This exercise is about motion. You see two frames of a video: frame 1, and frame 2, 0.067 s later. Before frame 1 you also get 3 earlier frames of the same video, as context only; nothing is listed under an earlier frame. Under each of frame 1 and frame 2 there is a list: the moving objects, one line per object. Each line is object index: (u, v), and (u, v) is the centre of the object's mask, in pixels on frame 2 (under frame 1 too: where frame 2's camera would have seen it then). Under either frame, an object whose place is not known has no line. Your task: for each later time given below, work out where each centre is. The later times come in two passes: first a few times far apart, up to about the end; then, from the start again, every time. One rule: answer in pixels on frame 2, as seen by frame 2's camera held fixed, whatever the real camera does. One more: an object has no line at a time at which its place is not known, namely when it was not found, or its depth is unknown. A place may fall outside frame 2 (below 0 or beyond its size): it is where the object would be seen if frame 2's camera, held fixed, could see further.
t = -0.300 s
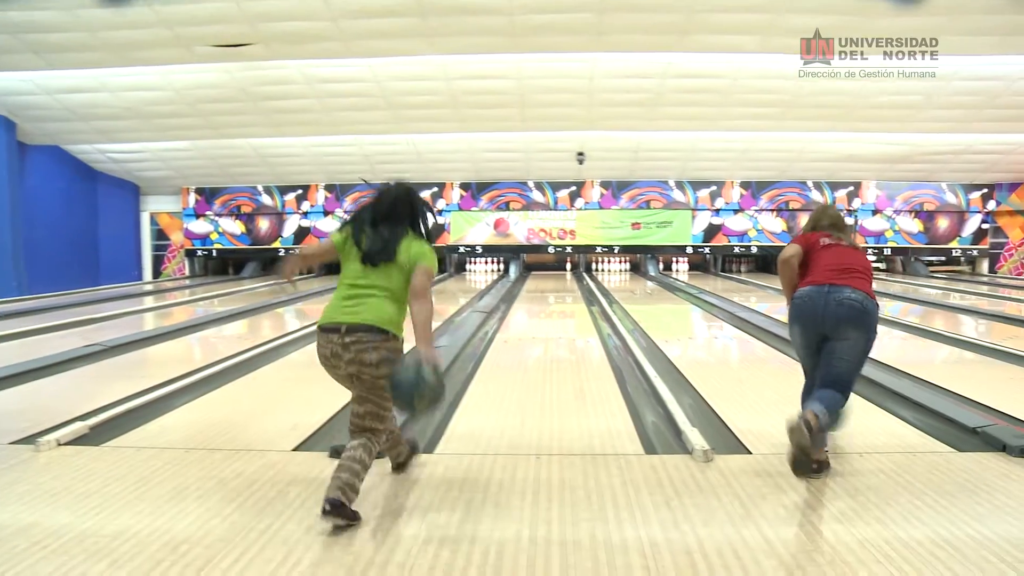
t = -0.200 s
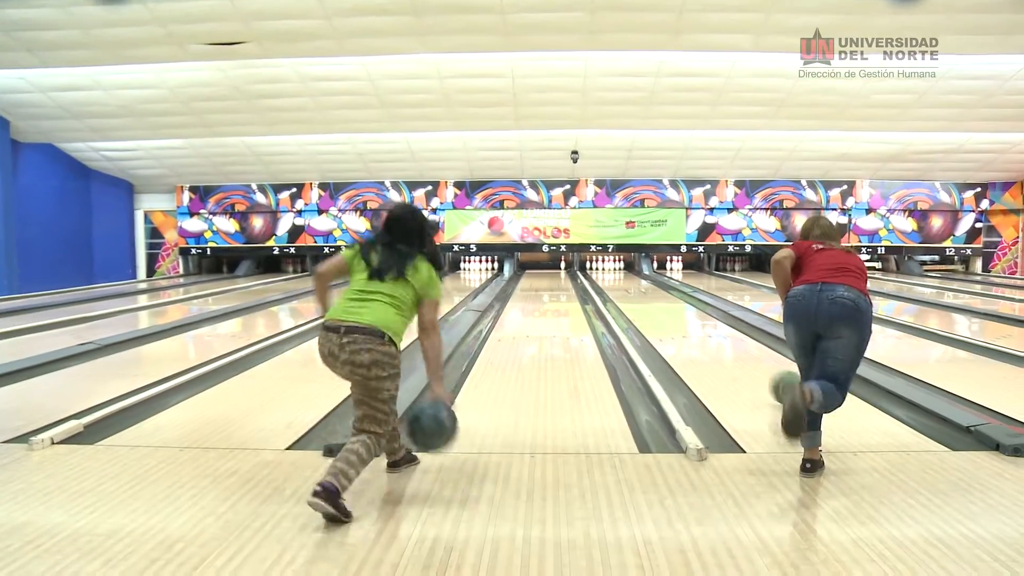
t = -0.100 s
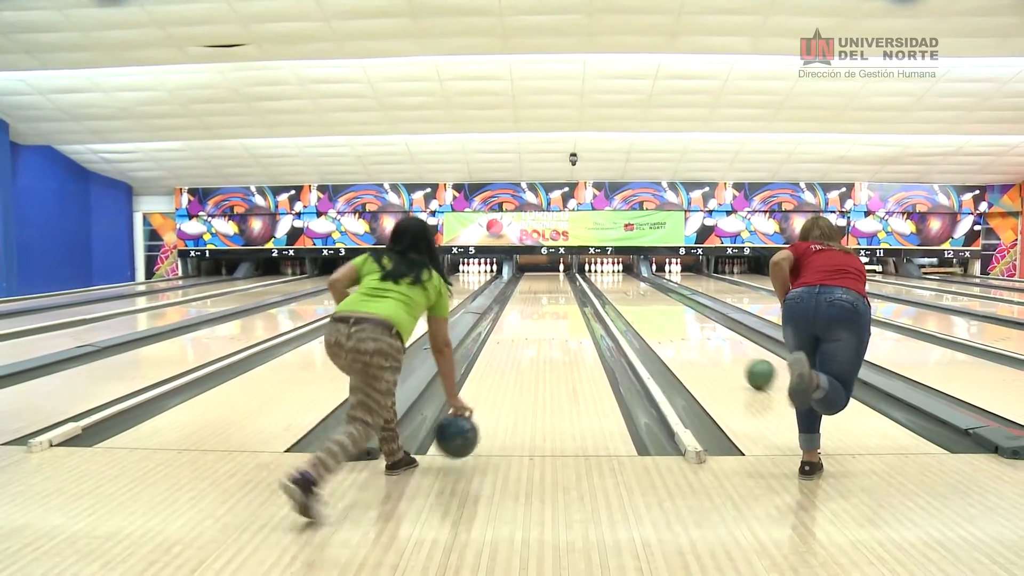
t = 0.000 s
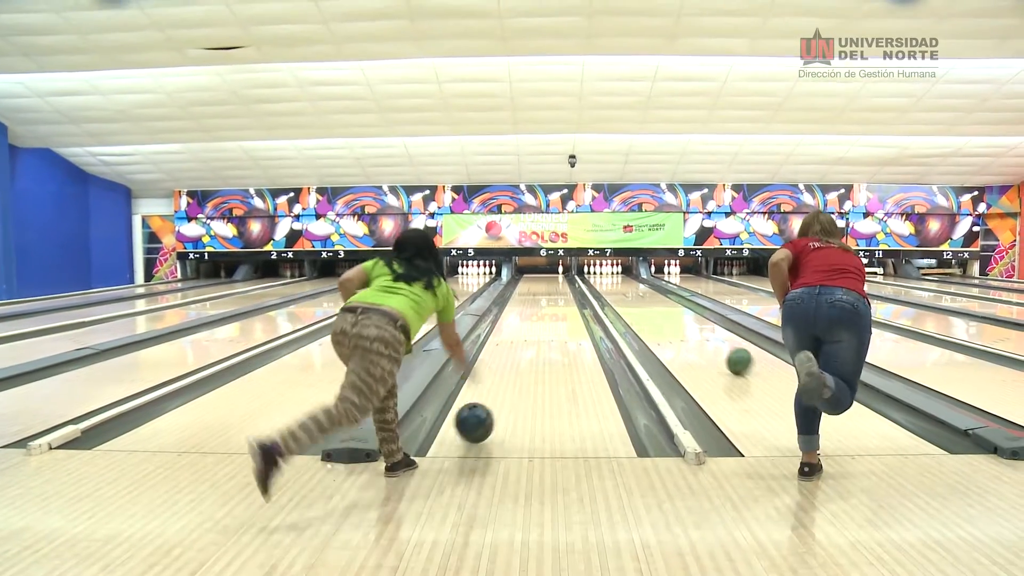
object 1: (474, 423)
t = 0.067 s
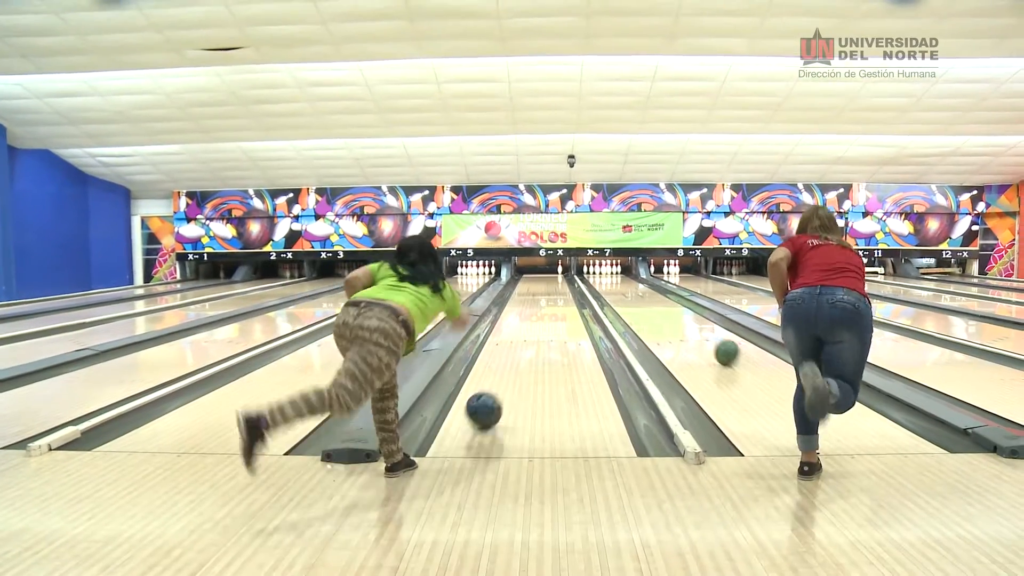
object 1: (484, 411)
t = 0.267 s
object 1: (505, 377)
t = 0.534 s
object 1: (522, 349)
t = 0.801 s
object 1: (532, 331)
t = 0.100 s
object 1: (488, 404)
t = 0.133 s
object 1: (492, 398)
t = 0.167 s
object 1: (496, 392)
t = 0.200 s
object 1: (499, 387)
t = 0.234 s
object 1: (502, 382)
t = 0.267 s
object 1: (505, 377)
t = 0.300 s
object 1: (508, 373)
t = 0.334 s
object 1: (510, 369)
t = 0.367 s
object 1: (513, 365)
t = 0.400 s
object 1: (515, 361)
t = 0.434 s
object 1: (517, 358)
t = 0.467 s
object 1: (519, 355)
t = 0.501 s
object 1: (520, 352)
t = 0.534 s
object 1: (522, 349)
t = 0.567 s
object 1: (524, 346)
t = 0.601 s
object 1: (525, 344)
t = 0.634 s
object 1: (526, 341)
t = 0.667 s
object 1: (528, 339)
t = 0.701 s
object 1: (529, 337)
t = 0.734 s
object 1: (530, 335)
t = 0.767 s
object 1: (531, 333)
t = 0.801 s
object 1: (532, 331)
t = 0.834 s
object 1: (533, 330)
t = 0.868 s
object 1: (533, 328)
